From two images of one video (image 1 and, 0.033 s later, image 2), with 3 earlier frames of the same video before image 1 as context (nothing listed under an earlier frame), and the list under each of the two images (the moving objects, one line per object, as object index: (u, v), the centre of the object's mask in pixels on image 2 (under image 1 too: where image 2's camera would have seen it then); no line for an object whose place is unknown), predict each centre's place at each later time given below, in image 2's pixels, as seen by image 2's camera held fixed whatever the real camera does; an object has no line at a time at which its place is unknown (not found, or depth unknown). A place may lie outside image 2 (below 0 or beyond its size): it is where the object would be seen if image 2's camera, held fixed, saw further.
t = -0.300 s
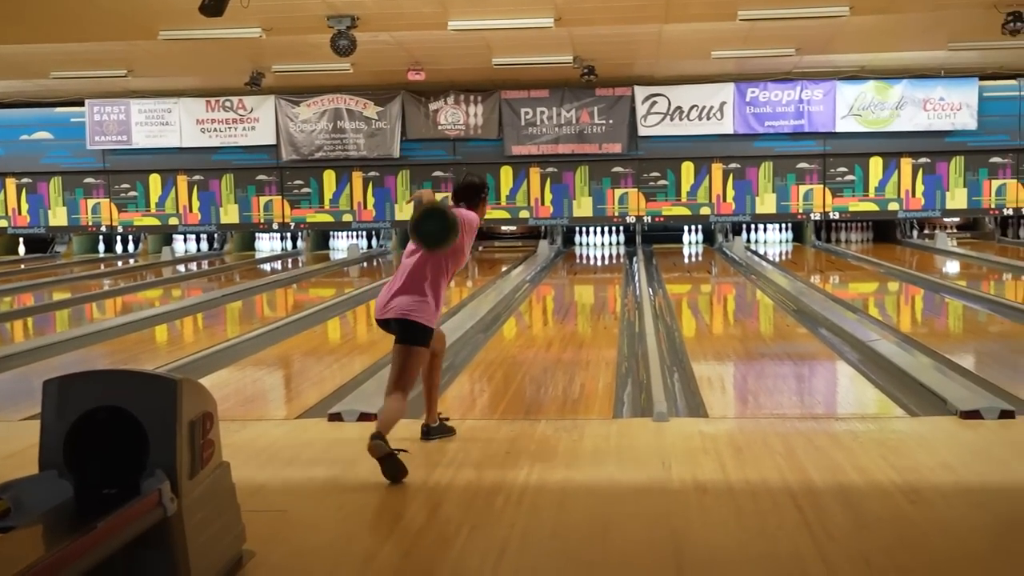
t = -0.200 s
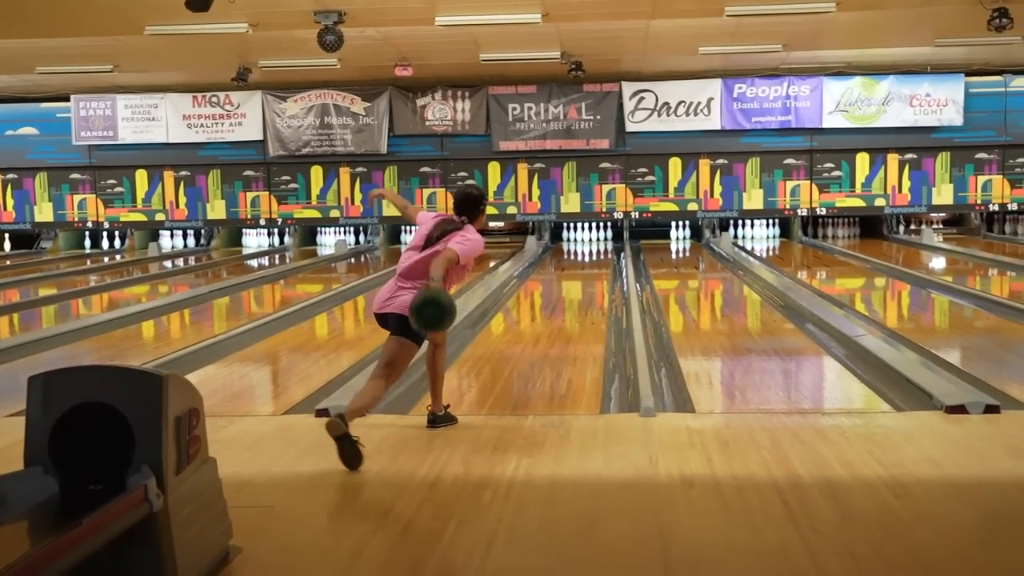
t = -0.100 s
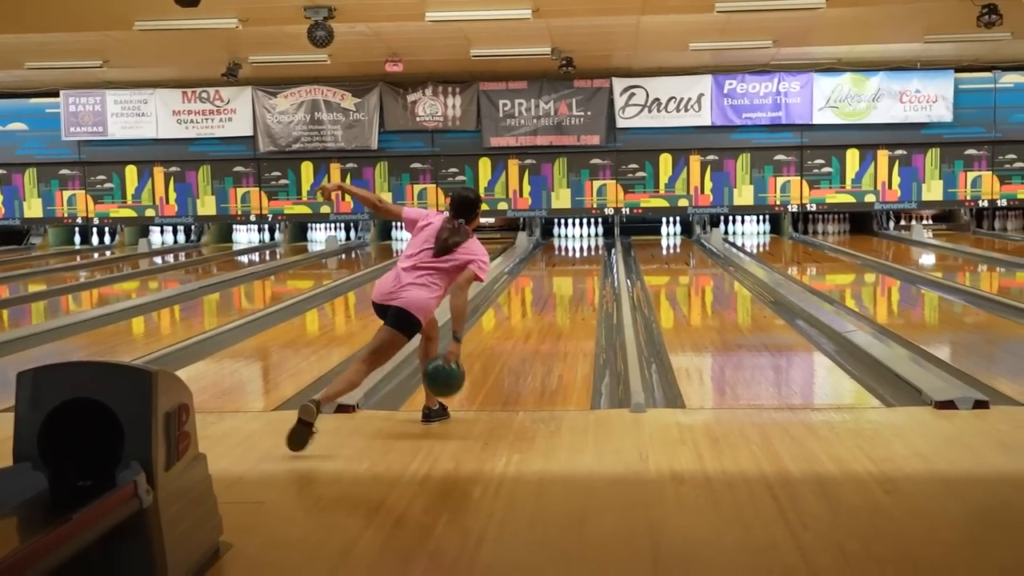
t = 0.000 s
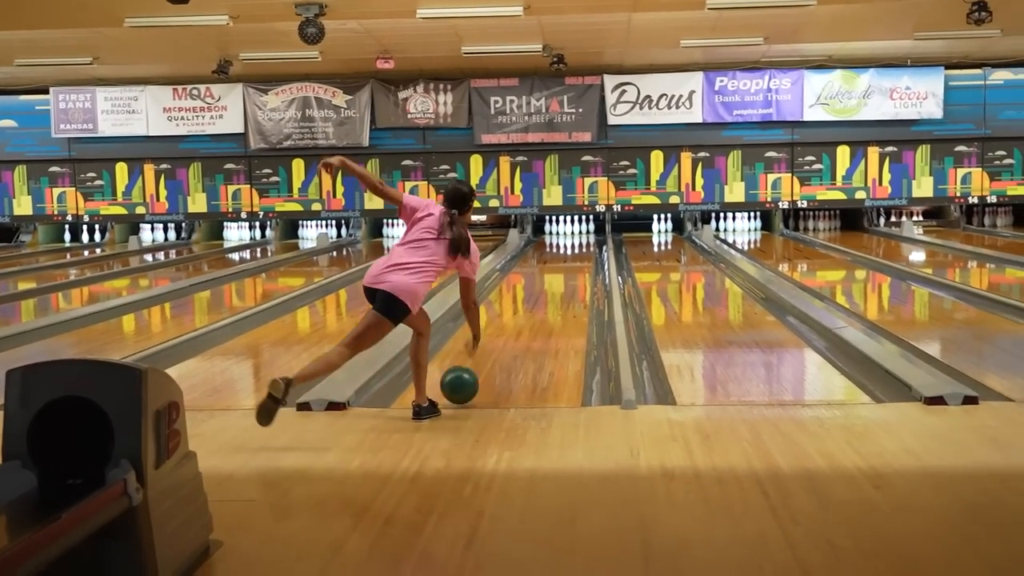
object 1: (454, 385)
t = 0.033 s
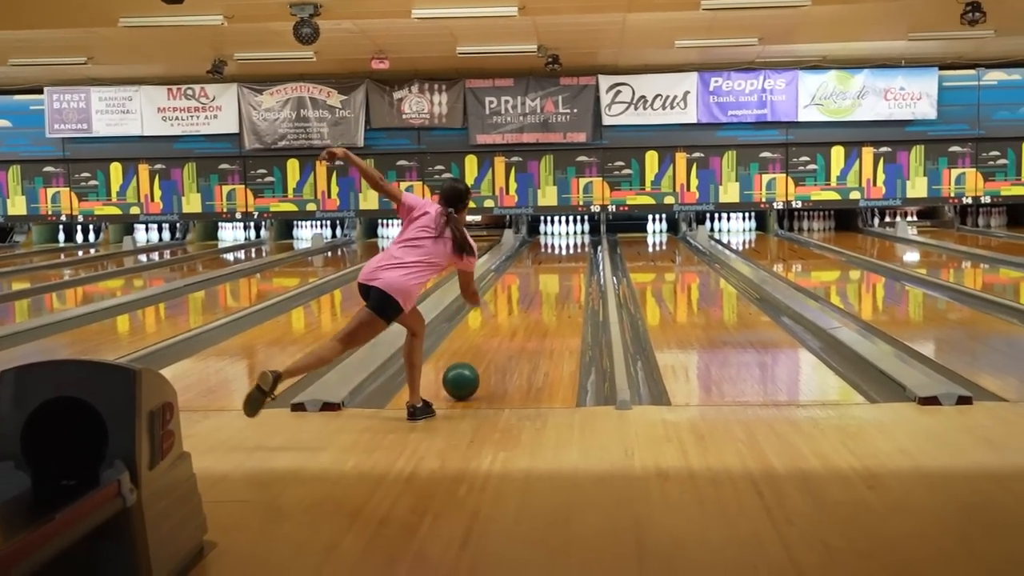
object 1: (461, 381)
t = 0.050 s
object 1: (464, 377)
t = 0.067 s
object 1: (467, 373)
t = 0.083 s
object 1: (470, 370)
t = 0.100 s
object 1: (473, 367)
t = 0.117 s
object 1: (475, 364)
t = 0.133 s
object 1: (478, 361)
